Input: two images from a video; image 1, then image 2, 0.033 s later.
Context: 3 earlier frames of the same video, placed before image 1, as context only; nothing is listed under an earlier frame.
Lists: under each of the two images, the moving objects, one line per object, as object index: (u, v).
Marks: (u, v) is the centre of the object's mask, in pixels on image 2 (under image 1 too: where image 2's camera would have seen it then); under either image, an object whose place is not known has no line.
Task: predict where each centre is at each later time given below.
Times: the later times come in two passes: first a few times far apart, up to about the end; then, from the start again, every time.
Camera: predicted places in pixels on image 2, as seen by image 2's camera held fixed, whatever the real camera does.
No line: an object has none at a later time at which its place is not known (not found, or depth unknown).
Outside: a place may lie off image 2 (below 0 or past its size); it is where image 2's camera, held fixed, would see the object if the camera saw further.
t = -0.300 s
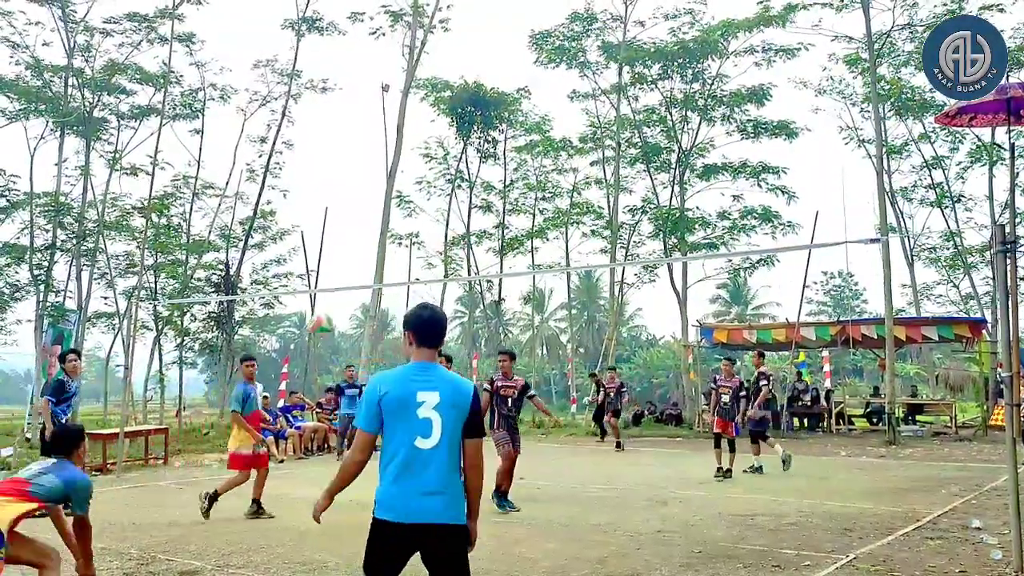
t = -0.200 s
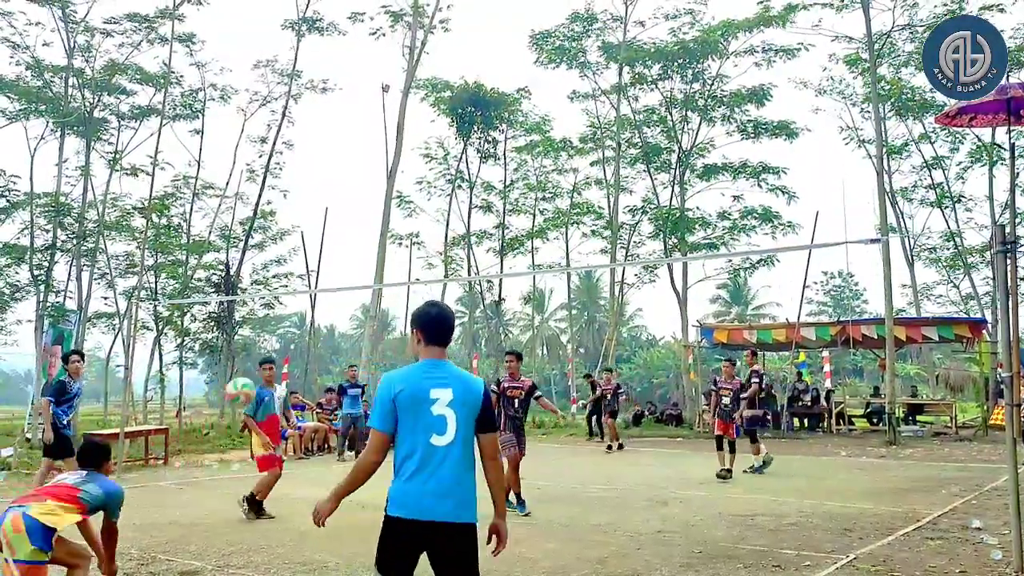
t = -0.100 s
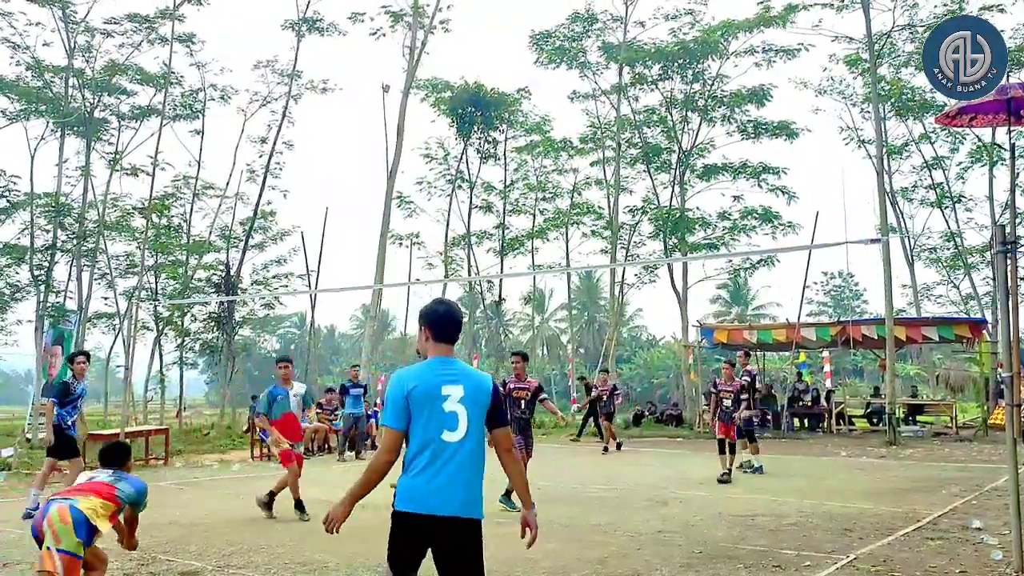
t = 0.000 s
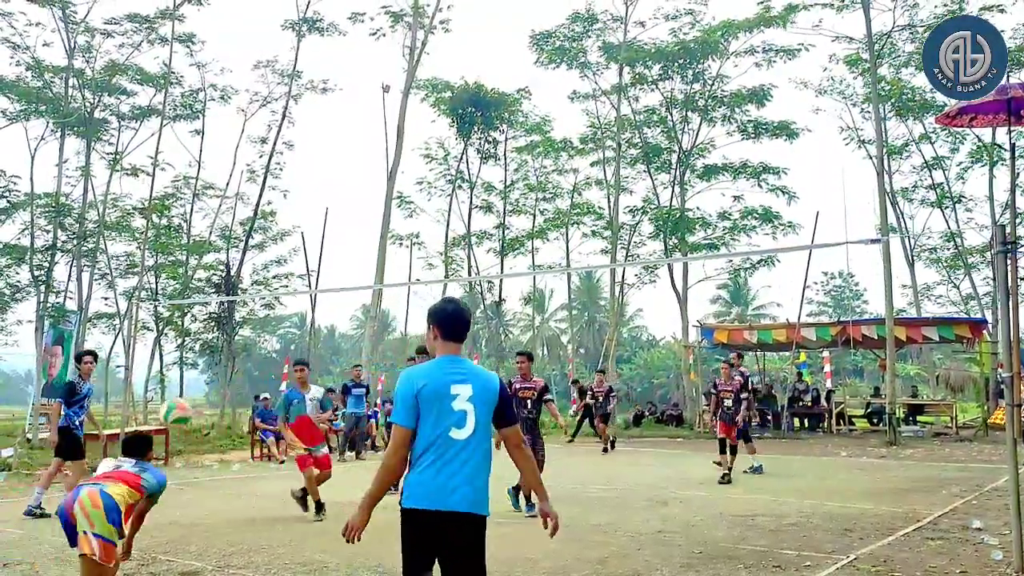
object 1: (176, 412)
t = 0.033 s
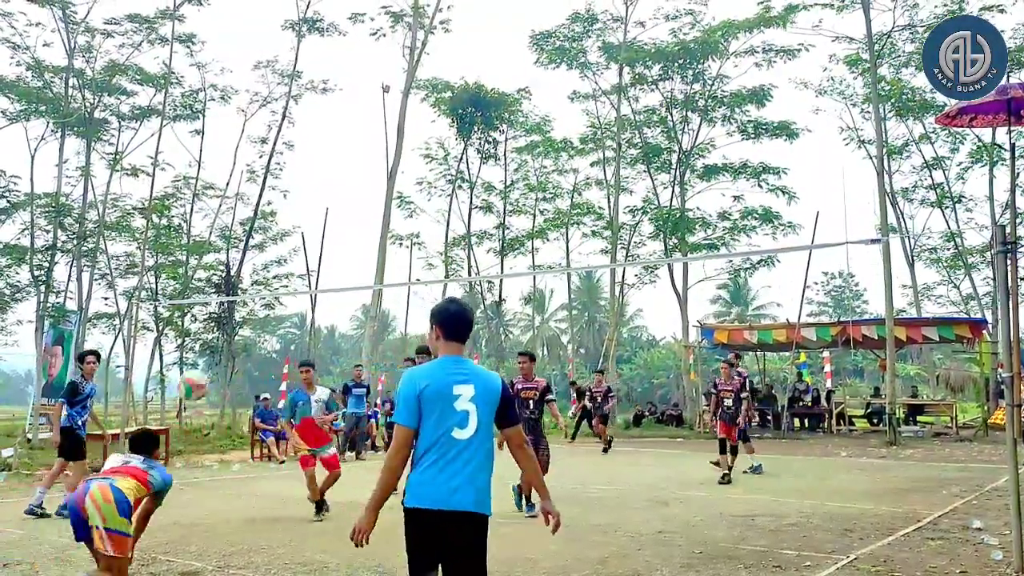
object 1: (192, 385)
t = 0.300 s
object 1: (302, 250)
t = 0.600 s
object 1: (386, 227)
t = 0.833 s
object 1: (432, 269)
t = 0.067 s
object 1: (210, 358)
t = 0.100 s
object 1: (223, 336)
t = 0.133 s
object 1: (238, 318)
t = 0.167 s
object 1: (254, 300)
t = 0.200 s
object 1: (267, 286)
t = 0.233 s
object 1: (281, 270)
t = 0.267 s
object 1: (291, 260)
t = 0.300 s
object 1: (302, 250)
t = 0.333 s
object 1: (313, 242)
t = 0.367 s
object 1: (323, 236)
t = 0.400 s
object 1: (333, 229)
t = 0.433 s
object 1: (343, 227)
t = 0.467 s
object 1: (352, 224)
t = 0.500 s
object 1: (361, 224)
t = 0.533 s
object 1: (369, 224)
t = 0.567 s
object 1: (375, 226)
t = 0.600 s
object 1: (386, 227)
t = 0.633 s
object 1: (393, 231)
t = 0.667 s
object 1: (400, 236)
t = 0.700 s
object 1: (404, 240)
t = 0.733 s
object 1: (414, 245)
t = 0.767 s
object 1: (421, 253)
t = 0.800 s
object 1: (427, 262)
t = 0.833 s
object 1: (432, 269)
